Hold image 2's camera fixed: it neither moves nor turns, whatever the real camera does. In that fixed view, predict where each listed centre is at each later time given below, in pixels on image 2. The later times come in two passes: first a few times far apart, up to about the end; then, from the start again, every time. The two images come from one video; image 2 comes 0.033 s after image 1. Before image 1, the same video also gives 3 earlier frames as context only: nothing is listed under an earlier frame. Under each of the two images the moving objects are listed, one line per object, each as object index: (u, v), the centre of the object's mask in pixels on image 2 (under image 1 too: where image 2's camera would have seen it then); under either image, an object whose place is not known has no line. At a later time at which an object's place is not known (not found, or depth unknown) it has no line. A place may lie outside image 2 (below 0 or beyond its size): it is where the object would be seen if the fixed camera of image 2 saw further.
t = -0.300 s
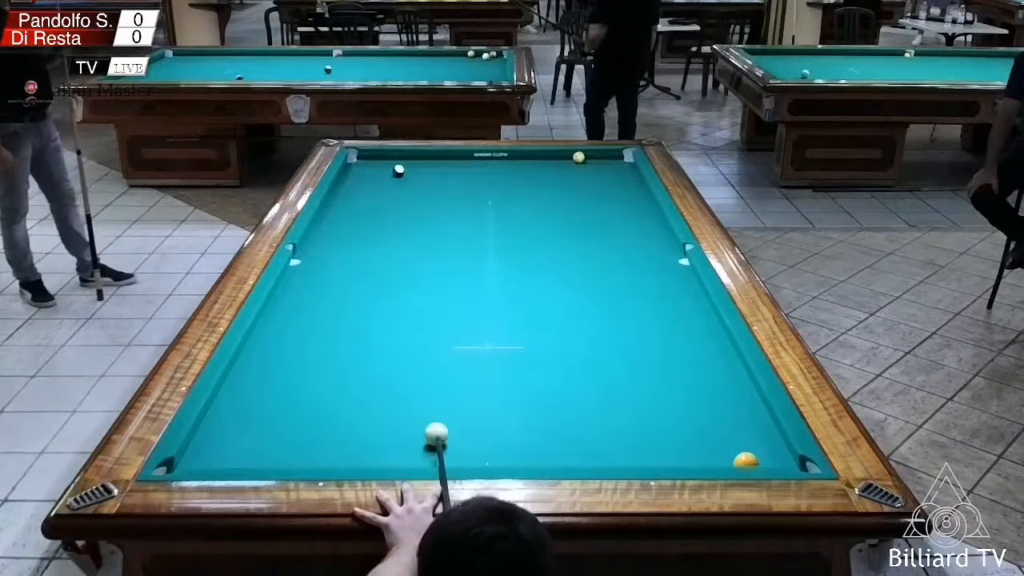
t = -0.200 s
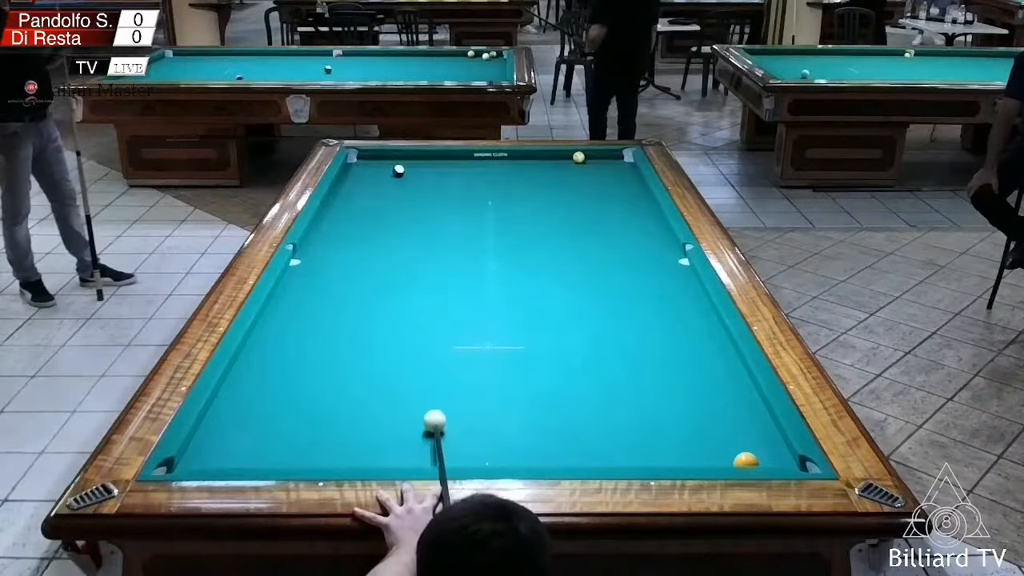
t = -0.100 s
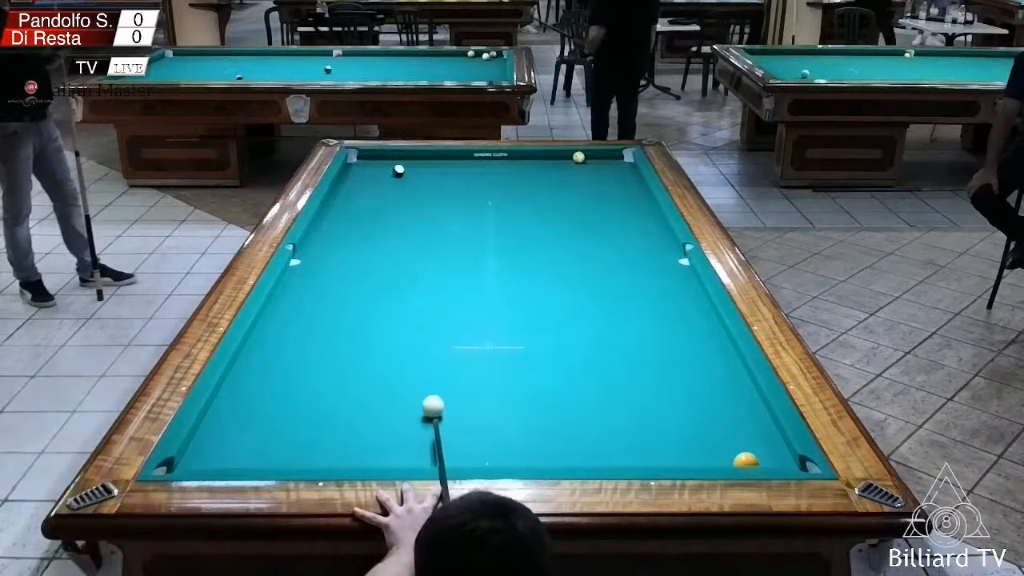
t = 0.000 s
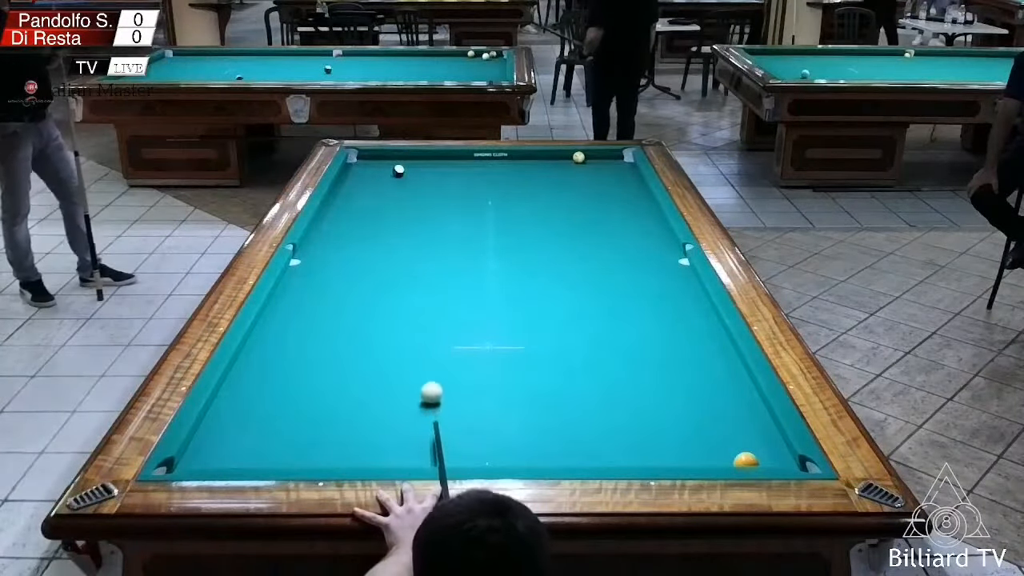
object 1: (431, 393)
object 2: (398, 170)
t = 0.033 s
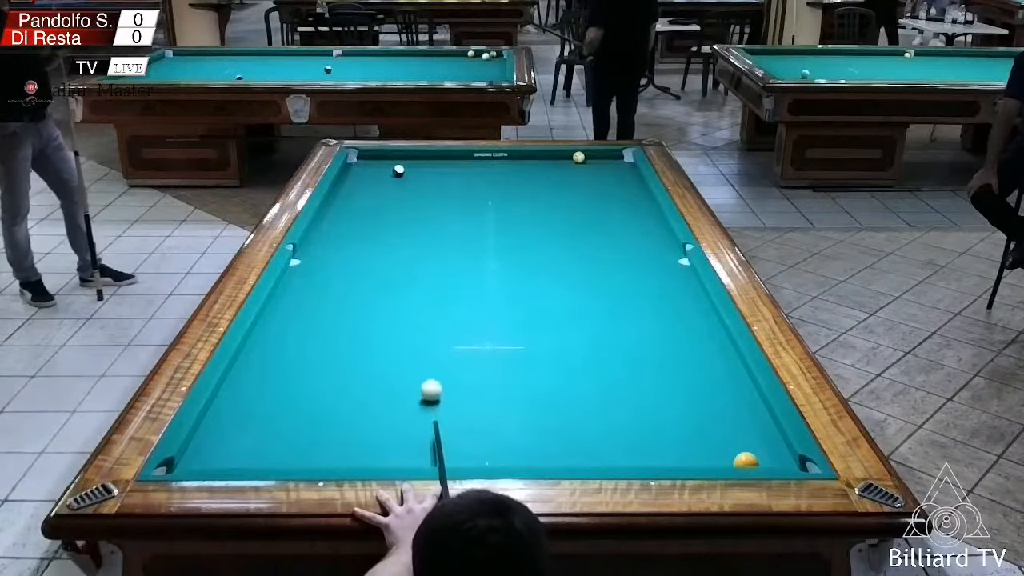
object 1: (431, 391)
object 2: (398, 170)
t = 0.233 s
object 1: (428, 364)
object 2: (398, 170)
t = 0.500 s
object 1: (424, 336)
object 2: (398, 170)
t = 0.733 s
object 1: (422, 312)
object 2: (398, 170)
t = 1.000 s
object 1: (419, 291)
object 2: (398, 170)
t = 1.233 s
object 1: (417, 274)
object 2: (398, 170)
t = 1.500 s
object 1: (415, 257)
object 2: (398, 171)
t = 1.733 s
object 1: (414, 243)
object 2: (398, 170)
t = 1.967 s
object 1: (412, 230)
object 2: (398, 170)
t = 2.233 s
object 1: (411, 217)
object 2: (398, 170)
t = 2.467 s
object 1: (409, 207)
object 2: (398, 170)
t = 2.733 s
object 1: (408, 196)
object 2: (398, 170)
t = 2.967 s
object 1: (407, 187)
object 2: (398, 170)
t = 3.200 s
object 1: (405, 179)
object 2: (397, 169)
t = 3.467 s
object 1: (408, 172)
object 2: (395, 169)
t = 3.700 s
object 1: (416, 169)
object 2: (389, 166)
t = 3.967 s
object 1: (424, 166)
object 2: (382, 163)
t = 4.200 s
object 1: (430, 163)
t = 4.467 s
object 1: (437, 161)
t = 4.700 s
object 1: (443, 158)
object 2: (365, 157)
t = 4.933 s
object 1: (448, 156)
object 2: (362, 157)
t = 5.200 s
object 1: (451, 157)
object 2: (357, 158)
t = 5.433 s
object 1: (454, 158)
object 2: (353, 159)
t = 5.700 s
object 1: (456, 159)
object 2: (352, 159)
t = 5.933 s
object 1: (458, 159)
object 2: (352, 159)
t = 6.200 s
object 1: (460, 160)
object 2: (352, 160)
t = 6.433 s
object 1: (461, 161)
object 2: (352, 160)
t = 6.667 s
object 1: (462, 161)
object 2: (352, 161)
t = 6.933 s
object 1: (463, 162)
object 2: (352, 162)
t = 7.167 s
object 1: (463, 162)
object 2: (352, 161)
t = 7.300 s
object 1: (464, 162)
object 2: (351, 162)
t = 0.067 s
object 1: (430, 386)
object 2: (398, 170)
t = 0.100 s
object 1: (430, 382)
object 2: (398, 170)
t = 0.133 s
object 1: (429, 378)
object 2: (398, 170)
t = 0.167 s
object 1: (429, 372)
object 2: (398, 170)
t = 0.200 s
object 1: (428, 367)
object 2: (398, 170)
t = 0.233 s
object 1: (428, 364)
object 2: (398, 170)
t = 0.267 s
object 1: (427, 360)
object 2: (398, 170)
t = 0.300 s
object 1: (427, 356)
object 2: (398, 170)
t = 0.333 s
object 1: (426, 352)
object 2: (398, 170)
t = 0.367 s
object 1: (425, 349)
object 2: (398, 170)
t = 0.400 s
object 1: (425, 347)
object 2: (398, 170)
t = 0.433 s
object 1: (425, 343)
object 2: (398, 170)
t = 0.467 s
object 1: (425, 340)
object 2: (398, 170)
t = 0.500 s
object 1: (424, 336)
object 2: (398, 170)
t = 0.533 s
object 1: (424, 333)
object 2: (398, 170)
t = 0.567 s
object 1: (423, 328)
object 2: (398, 170)
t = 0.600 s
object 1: (423, 325)
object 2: (398, 170)
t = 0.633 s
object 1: (423, 322)
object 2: (398, 170)
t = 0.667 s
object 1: (422, 318)
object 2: (398, 170)
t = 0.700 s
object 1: (422, 316)
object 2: (398, 170)
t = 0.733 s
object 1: (422, 312)
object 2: (398, 170)
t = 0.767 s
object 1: (421, 311)
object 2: (398, 170)
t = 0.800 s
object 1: (421, 308)
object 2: (398, 170)
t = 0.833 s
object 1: (421, 305)
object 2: (398, 171)
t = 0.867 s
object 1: (420, 303)
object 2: (398, 170)
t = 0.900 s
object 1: (420, 300)
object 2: (398, 170)
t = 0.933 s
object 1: (420, 297)
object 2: (398, 171)
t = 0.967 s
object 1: (419, 293)
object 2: (398, 170)
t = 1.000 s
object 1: (419, 291)
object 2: (398, 170)
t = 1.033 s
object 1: (419, 288)
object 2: (398, 170)
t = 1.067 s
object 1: (419, 285)
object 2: (398, 171)
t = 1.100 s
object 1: (418, 283)
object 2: (398, 170)
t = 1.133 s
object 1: (418, 281)
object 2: (398, 170)
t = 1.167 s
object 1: (418, 279)
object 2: (398, 171)
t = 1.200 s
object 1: (418, 277)
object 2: (398, 170)
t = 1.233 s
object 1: (417, 274)
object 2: (398, 170)
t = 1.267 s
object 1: (417, 272)
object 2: (398, 171)
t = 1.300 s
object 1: (417, 270)
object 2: (398, 170)
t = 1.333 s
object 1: (417, 267)
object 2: (398, 170)
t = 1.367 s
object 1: (416, 266)
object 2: (398, 170)
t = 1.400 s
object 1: (416, 262)
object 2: (398, 171)
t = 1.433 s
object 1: (416, 260)
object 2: (398, 171)
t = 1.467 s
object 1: (416, 258)
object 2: (398, 170)
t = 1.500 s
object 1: (415, 257)
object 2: (398, 171)
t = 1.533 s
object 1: (416, 255)
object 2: (398, 170)
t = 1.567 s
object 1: (415, 253)
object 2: (398, 171)
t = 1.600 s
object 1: (415, 251)
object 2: (398, 170)
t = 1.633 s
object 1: (414, 249)
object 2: (398, 170)
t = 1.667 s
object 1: (414, 247)
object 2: (398, 170)
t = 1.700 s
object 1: (414, 245)
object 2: (398, 170)
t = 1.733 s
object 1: (414, 243)
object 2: (398, 170)
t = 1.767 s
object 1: (413, 240)
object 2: (398, 170)
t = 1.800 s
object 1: (413, 238)
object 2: (398, 170)
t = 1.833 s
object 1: (413, 236)
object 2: (398, 170)
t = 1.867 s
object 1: (413, 235)
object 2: (398, 170)
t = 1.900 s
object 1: (413, 234)
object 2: (398, 170)
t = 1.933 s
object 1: (412, 232)
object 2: (398, 170)
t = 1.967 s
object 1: (412, 230)
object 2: (398, 170)
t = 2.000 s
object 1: (412, 229)
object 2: (398, 170)
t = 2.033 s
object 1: (412, 227)
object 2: (398, 170)
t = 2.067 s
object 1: (412, 225)
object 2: (398, 170)
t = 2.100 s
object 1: (411, 224)
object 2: (398, 170)
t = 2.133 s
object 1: (411, 222)
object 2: (398, 170)
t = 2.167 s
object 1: (411, 220)
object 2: (398, 170)
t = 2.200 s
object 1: (411, 218)
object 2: (398, 170)
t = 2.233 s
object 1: (411, 217)
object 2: (398, 170)
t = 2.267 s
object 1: (410, 216)
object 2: (398, 170)
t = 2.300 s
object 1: (410, 214)
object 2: (398, 170)
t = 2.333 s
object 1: (410, 212)
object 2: (398, 170)
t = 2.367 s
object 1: (410, 211)
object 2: (398, 170)
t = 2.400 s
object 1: (410, 210)
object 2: (398, 170)
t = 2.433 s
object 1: (409, 208)
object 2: (398, 170)
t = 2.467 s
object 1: (409, 207)
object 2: (398, 170)
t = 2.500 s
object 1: (409, 205)
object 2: (398, 170)
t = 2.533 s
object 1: (409, 204)
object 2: (398, 170)
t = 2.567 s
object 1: (409, 202)
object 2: (398, 170)
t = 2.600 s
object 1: (409, 201)
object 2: (398, 170)
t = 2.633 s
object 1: (408, 200)
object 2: (398, 170)
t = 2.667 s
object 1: (408, 198)
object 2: (398, 170)
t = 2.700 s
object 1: (408, 197)
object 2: (398, 170)
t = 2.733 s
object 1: (408, 196)
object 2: (398, 170)
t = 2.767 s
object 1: (408, 194)
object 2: (398, 170)
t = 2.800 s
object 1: (408, 193)
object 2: (398, 170)
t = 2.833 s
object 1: (407, 192)
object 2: (398, 170)
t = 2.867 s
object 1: (407, 191)
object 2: (398, 170)
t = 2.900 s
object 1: (407, 189)
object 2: (398, 170)
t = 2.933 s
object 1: (407, 188)
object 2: (398, 170)
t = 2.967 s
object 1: (407, 187)
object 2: (398, 170)
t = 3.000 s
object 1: (407, 186)
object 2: (398, 170)
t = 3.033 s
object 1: (406, 185)
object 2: (398, 170)
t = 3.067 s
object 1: (406, 184)
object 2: (398, 170)
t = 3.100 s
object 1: (406, 182)
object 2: (398, 170)
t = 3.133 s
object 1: (406, 181)
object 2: (398, 170)
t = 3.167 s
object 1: (406, 180)
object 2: (398, 170)
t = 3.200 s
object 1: (405, 179)
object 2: (397, 169)
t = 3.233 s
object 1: (405, 178)
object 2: (397, 169)
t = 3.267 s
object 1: (405, 177)
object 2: (397, 169)
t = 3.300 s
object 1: (405, 176)
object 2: (397, 169)
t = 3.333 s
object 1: (405, 175)
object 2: (397, 169)
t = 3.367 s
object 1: (405, 174)
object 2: (397, 169)
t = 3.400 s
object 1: (406, 173)
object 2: (396, 169)
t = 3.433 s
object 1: (407, 173)
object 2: (396, 169)
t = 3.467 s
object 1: (408, 172)
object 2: (395, 169)
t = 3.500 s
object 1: (409, 172)
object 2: (394, 168)
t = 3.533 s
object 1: (410, 171)
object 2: (393, 167)
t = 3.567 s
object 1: (412, 171)
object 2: (392, 167)
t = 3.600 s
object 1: (413, 171)
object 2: (391, 167)
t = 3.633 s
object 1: (414, 170)
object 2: (390, 168)
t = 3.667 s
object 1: (415, 170)
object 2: (390, 167)
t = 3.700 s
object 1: (416, 169)
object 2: (389, 166)
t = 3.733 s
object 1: (416, 169)
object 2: (388, 166)
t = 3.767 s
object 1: (418, 168)
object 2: (387, 165)
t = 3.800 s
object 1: (419, 168)
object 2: (386, 165)
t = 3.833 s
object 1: (420, 168)
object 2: (385, 164)
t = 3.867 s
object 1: (421, 167)
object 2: (384, 164)
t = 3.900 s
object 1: (422, 167)
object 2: (383, 164)
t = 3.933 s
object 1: (423, 166)
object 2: (382, 164)
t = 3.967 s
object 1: (424, 166)
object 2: (382, 163)
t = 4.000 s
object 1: (425, 166)
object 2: (381, 163)
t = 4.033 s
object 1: (426, 165)
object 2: (380, 162)
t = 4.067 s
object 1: (427, 165)
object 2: (379, 161)
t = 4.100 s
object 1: (427, 165)
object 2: (379, 161)
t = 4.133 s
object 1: (428, 164)
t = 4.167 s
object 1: (429, 164)
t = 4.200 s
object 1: (430, 163)
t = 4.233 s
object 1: (431, 163)
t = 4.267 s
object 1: (432, 163)
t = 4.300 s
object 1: (433, 162)
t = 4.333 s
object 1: (434, 162)
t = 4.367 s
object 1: (435, 162)
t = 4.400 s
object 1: (435, 161)
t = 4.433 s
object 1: (436, 161)
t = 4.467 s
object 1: (437, 161)
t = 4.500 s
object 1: (438, 160)
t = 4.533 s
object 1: (439, 160)
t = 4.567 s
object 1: (440, 160)
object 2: (368, 157)
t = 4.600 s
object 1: (441, 159)
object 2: (367, 156)
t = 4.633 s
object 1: (441, 159)
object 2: (365, 156)
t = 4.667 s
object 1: (442, 159)
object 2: (365, 156)
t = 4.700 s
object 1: (443, 158)
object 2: (365, 157)
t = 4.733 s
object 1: (444, 158)
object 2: (364, 156)
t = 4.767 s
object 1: (444, 157)
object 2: (364, 156)
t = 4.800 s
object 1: (445, 157)
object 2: (363, 156)
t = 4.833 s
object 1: (446, 157)
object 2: (363, 156)
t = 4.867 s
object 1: (446, 157)
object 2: (363, 156)
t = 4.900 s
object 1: (448, 156)
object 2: (362, 156)
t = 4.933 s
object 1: (448, 156)
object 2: (362, 157)
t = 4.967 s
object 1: (449, 156)
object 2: (360, 157)
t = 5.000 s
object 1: (449, 156)
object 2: (360, 157)
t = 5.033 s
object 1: (450, 156)
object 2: (359, 157)
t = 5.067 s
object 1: (450, 156)
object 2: (359, 157)
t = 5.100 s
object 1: (451, 156)
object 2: (359, 157)
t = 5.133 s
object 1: (451, 156)
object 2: (358, 157)
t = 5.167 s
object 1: (451, 157)
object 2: (358, 157)
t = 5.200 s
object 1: (451, 157)
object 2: (357, 158)
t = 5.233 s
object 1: (452, 157)
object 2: (357, 158)
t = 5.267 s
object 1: (452, 157)
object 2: (357, 158)
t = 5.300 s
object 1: (453, 157)
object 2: (356, 158)
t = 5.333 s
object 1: (453, 157)
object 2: (356, 159)
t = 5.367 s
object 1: (453, 158)
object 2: (354, 159)
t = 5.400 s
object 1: (454, 158)
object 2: (353, 159)
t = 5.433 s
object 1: (454, 158)
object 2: (353, 159)
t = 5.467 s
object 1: (454, 158)
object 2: (353, 159)
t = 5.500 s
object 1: (455, 158)
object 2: (353, 159)
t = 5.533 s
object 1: (455, 158)
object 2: (352, 159)
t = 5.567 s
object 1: (455, 158)
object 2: (352, 159)
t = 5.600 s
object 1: (455, 158)
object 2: (352, 159)
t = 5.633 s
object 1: (456, 158)
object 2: (352, 159)
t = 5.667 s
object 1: (456, 158)
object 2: (352, 159)
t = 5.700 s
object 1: (456, 159)
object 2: (352, 159)
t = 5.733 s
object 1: (457, 159)
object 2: (352, 159)
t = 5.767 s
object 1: (457, 159)
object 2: (352, 159)
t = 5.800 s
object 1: (457, 159)
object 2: (352, 159)
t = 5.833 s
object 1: (458, 159)
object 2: (352, 159)
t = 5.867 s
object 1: (458, 159)
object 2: (352, 159)
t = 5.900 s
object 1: (458, 159)
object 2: (352, 159)
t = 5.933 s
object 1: (458, 159)
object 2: (352, 159)
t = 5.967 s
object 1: (459, 160)
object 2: (352, 159)
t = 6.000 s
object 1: (459, 160)
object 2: (352, 159)
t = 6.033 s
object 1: (459, 160)
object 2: (352, 159)
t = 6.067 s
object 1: (459, 160)
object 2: (352, 159)
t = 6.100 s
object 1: (459, 160)
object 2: (352, 159)
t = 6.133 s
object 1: (460, 160)
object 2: (352, 160)
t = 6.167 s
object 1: (460, 160)
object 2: (352, 160)
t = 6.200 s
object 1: (460, 160)
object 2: (352, 160)
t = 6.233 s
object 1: (460, 160)
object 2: (352, 160)
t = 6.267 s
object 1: (460, 160)
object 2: (351, 160)
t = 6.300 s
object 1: (461, 161)
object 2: (352, 160)
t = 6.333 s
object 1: (461, 161)
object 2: (352, 160)
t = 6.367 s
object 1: (461, 161)
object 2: (352, 160)
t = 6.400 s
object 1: (461, 161)
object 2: (352, 160)
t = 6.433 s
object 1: (461, 161)
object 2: (352, 160)
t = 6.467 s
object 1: (461, 161)
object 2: (352, 161)
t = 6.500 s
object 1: (461, 161)
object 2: (352, 161)
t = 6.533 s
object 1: (462, 161)
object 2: (352, 161)
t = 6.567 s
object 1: (462, 161)
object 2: (352, 160)
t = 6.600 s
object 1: (462, 161)
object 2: (352, 160)
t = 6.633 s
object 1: (462, 161)
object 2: (352, 161)
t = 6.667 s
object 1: (462, 161)
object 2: (352, 161)
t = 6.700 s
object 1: (463, 161)
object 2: (352, 162)
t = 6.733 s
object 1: (463, 161)
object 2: (352, 162)
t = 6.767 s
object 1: (463, 161)
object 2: (352, 162)
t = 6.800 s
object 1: (463, 161)
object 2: (352, 162)
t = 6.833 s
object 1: (463, 161)
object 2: (352, 162)
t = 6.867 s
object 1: (463, 161)
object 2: (352, 162)
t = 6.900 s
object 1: (463, 162)
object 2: (352, 162)
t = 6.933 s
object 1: (463, 162)
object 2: (352, 162)
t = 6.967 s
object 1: (463, 162)
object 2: (352, 162)
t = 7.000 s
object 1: (463, 162)
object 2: (352, 161)
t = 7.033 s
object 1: (463, 162)
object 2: (352, 162)
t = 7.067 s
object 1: (463, 162)
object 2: (352, 161)
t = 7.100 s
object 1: (463, 162)
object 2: (352, 161)
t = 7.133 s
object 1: (463, 162)
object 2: (352, 161)
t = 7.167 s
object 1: (463, 162)
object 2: (352, 161)
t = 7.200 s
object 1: (463, 162)
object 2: (352, 161)
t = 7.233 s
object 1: (464, 162)
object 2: (352, 161)
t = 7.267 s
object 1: (464, 162)
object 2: (352, 161)
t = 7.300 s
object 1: (464, 162)
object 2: (351, 162)
